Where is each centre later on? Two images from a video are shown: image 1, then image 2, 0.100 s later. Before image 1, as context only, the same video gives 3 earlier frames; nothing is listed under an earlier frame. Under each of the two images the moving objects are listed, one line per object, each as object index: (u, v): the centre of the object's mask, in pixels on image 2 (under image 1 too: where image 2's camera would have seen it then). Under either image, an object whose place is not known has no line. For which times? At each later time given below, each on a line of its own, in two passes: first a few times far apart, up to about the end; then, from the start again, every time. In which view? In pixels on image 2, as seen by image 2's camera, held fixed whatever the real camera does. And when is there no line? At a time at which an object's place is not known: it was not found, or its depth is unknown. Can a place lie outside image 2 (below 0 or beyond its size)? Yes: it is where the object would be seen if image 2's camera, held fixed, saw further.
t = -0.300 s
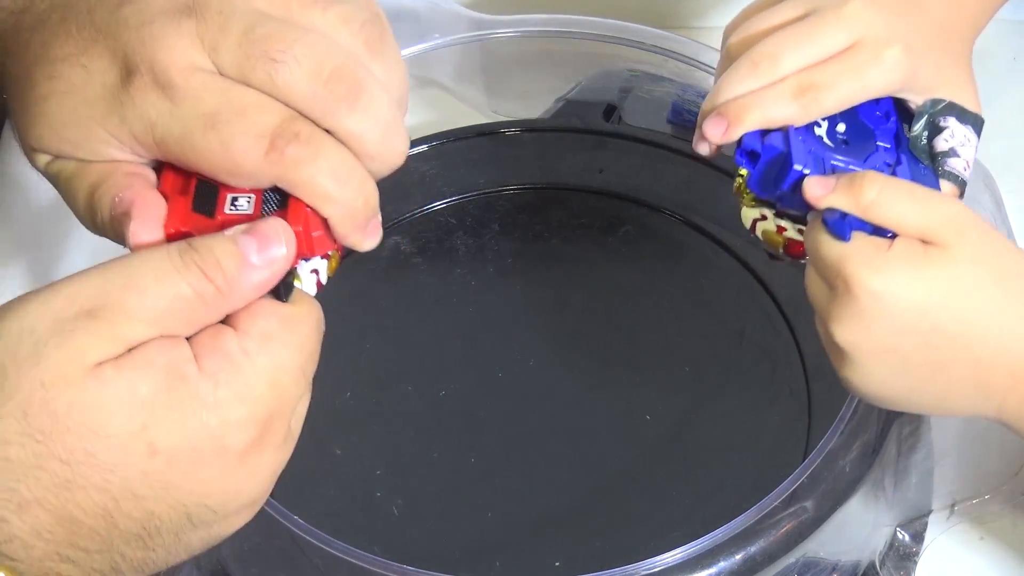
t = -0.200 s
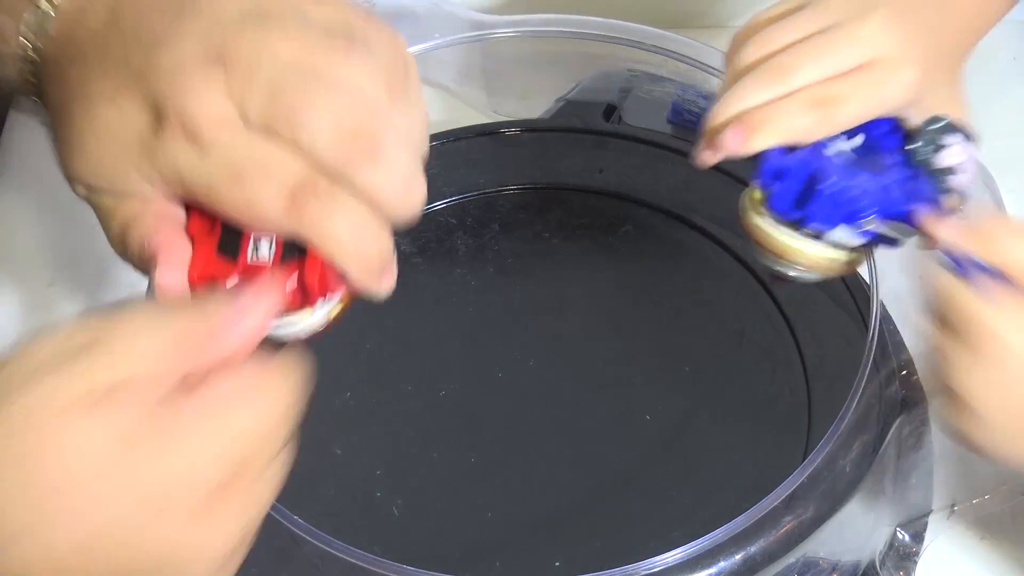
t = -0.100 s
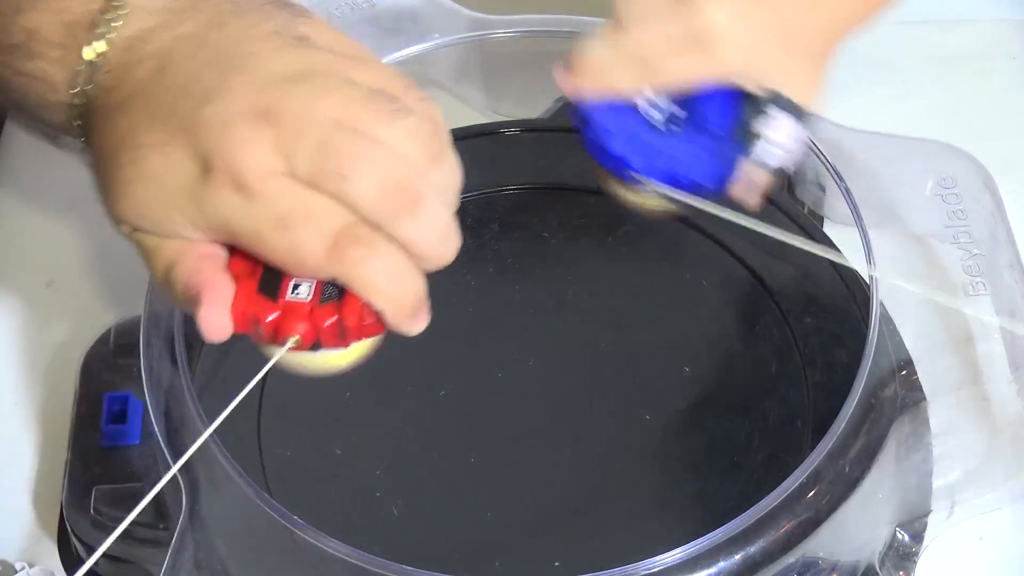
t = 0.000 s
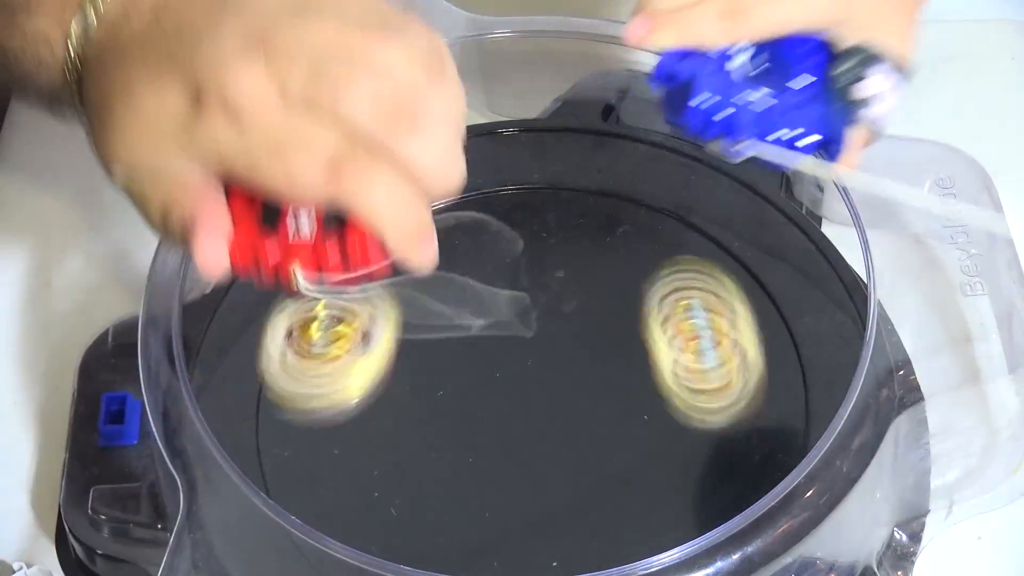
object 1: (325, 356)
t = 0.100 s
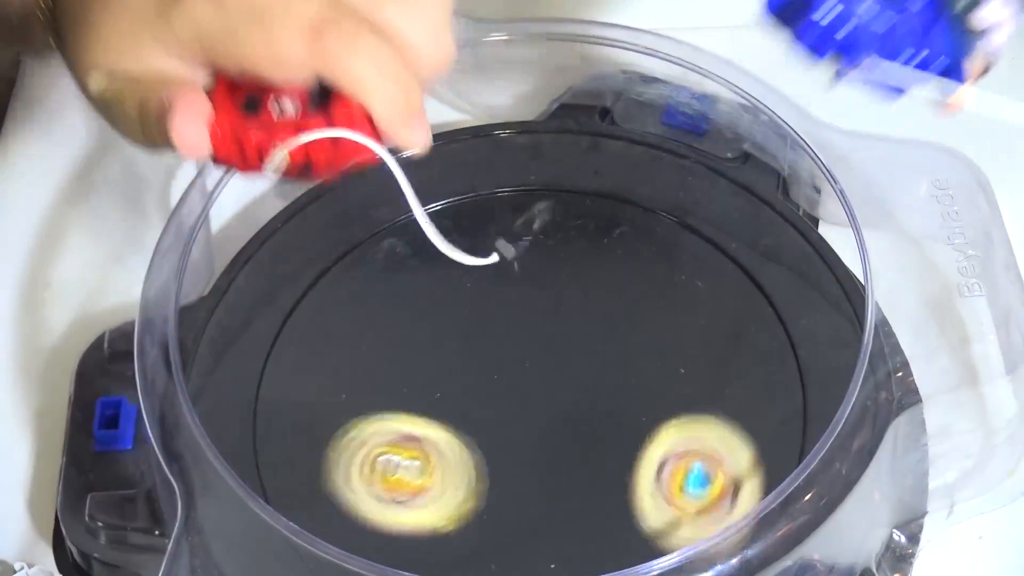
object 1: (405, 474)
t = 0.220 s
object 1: (604, 462)
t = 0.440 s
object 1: (783, 242)
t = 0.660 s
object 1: (579, 183)
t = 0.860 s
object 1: (530, 223)
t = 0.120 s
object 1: (439, 485)
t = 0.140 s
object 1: (476, 500)
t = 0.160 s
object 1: (510, 517)
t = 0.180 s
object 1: (544, 512)
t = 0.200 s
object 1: (575, 483)
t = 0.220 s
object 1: (604, 462)
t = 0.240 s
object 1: (635, 443)
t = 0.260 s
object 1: (667, 428)
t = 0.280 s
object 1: (695, 420)
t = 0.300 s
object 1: (719, 400)
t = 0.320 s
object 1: (734, 371)
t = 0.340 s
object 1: (751, 347)
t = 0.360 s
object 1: (766, 327)
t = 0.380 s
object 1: (777, 307)
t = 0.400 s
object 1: (780, 280)
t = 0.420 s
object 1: (781, 260)
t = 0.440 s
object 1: (783, 242)
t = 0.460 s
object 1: (782, 228)
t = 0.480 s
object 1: (778, 211)
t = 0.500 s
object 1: (764, 205)
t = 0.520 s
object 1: (745, 199)
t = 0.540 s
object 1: (724, 193)
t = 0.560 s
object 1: (701, 187)
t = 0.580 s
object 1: (680, 184)
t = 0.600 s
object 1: (655, 181)
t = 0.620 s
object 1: (631, 180)
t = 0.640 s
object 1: (605, 182)
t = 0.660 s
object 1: (579, 183)
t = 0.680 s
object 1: (551, 187)
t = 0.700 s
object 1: (523, 193)
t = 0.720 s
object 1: (505, 198)
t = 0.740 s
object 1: (508, 194)
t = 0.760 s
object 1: (514, 194)
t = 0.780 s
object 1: (519, 195)
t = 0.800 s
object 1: (523, 199)
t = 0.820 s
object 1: (526, 205)
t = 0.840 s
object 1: (529, 214)
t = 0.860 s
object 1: (530, 223)
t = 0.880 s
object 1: (531, 235)
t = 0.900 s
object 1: (531, 247)
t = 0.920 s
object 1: (530, 260)
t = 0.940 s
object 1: (529, 273)
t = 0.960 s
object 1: (527, 287)
